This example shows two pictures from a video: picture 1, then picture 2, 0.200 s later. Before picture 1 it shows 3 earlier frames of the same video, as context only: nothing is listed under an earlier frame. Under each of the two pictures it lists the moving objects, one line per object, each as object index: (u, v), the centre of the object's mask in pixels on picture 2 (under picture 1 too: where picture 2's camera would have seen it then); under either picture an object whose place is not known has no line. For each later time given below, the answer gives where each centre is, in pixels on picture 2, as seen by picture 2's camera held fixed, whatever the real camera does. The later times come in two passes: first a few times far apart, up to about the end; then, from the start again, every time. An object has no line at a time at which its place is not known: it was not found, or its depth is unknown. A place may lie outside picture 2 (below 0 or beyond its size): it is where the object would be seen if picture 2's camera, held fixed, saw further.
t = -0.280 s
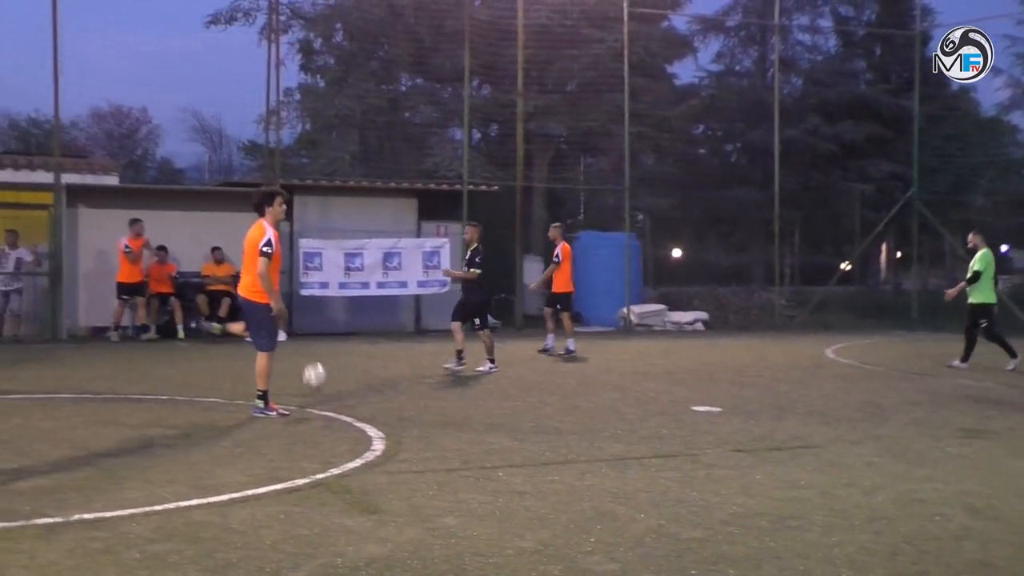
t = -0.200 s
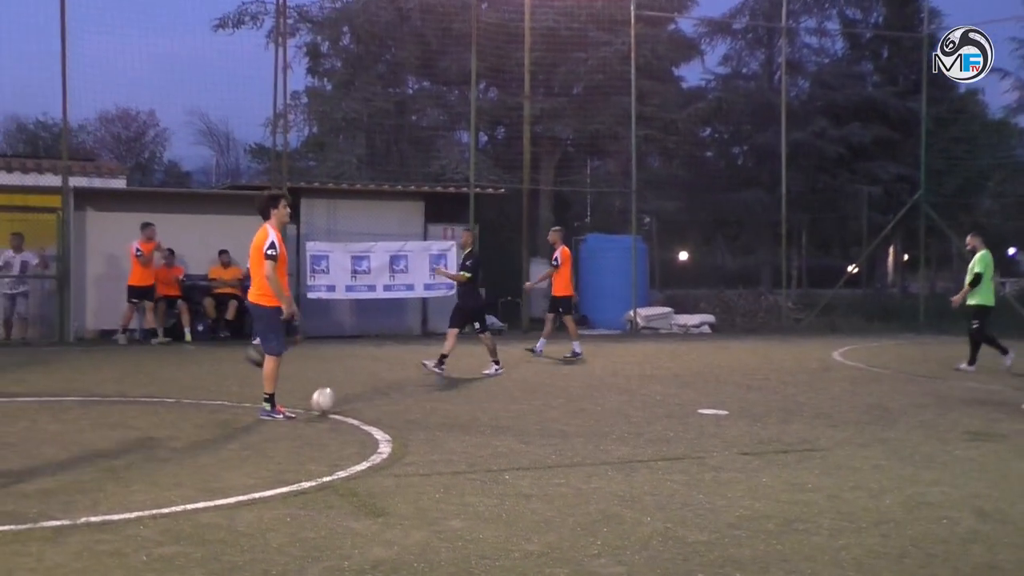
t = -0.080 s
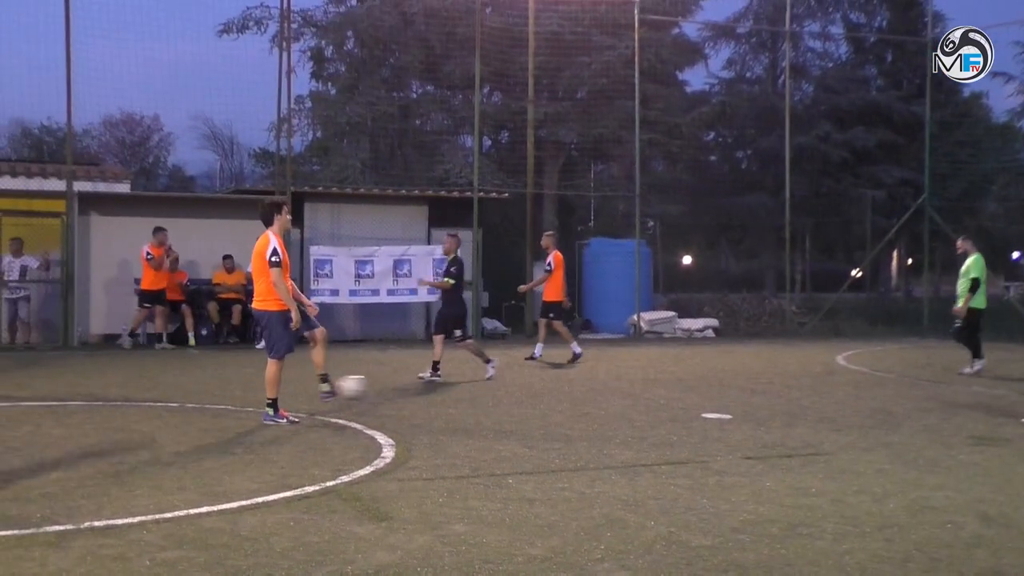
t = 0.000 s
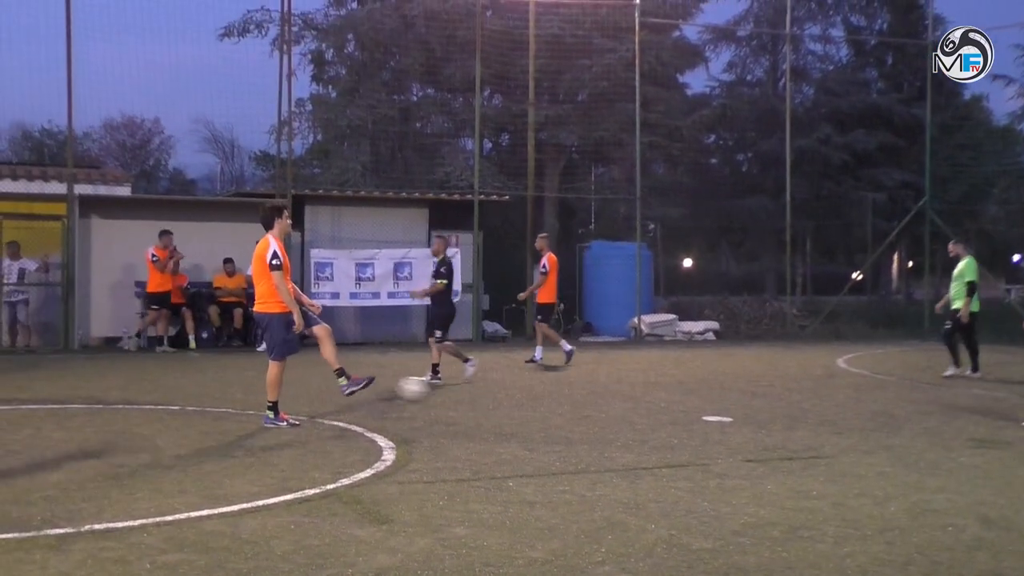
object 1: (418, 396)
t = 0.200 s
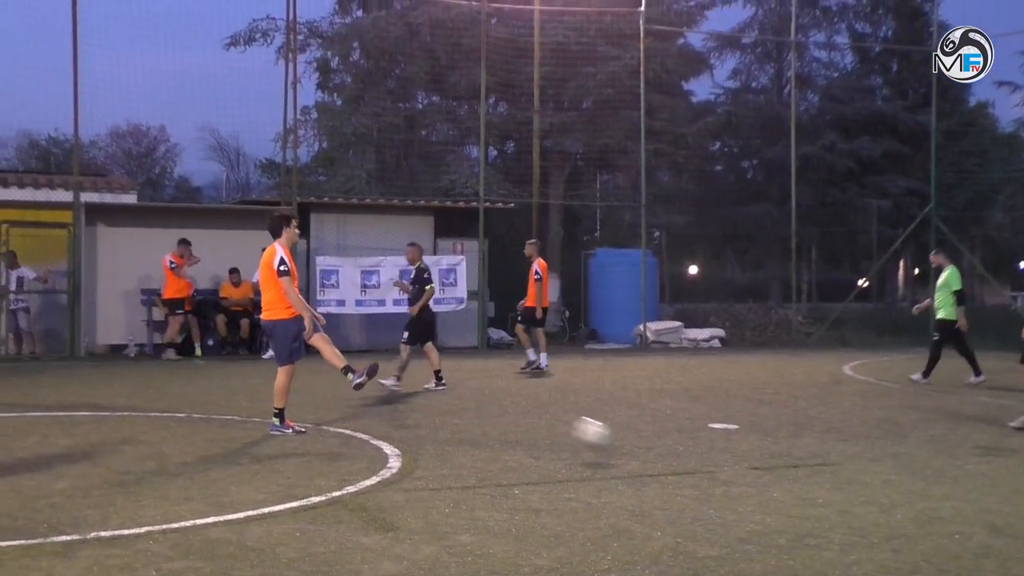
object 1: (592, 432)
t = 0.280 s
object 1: (661, 446)
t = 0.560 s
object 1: (877, 471)
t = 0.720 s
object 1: (988, 486)
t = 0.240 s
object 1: (630, 448)
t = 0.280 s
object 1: (661, 446)
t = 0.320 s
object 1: (689, 443)
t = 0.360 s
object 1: (719, 442)
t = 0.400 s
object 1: (750, 445)
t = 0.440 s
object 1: (781, 449)
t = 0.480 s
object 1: (813, 456)
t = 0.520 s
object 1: (846, 467)
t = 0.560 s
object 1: (877, 471)
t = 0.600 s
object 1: (907, 470)
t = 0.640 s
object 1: (937, 474)
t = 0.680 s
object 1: (969, 481)
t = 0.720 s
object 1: (988, 486)
